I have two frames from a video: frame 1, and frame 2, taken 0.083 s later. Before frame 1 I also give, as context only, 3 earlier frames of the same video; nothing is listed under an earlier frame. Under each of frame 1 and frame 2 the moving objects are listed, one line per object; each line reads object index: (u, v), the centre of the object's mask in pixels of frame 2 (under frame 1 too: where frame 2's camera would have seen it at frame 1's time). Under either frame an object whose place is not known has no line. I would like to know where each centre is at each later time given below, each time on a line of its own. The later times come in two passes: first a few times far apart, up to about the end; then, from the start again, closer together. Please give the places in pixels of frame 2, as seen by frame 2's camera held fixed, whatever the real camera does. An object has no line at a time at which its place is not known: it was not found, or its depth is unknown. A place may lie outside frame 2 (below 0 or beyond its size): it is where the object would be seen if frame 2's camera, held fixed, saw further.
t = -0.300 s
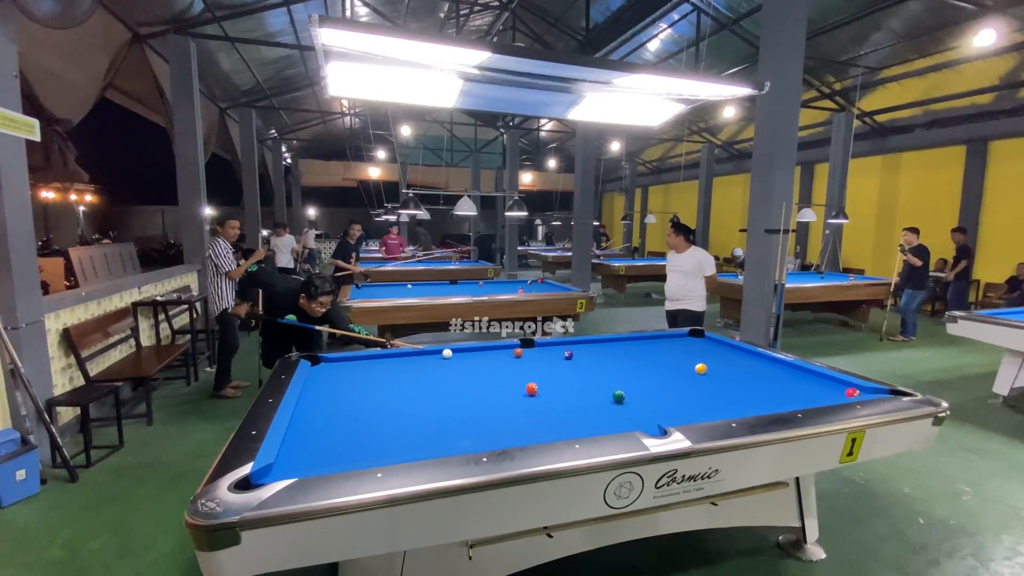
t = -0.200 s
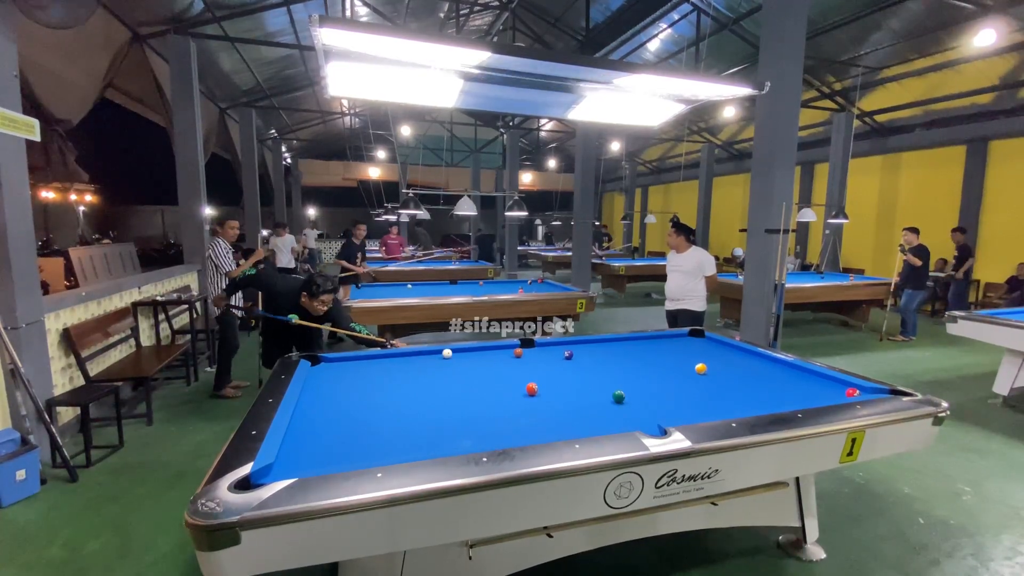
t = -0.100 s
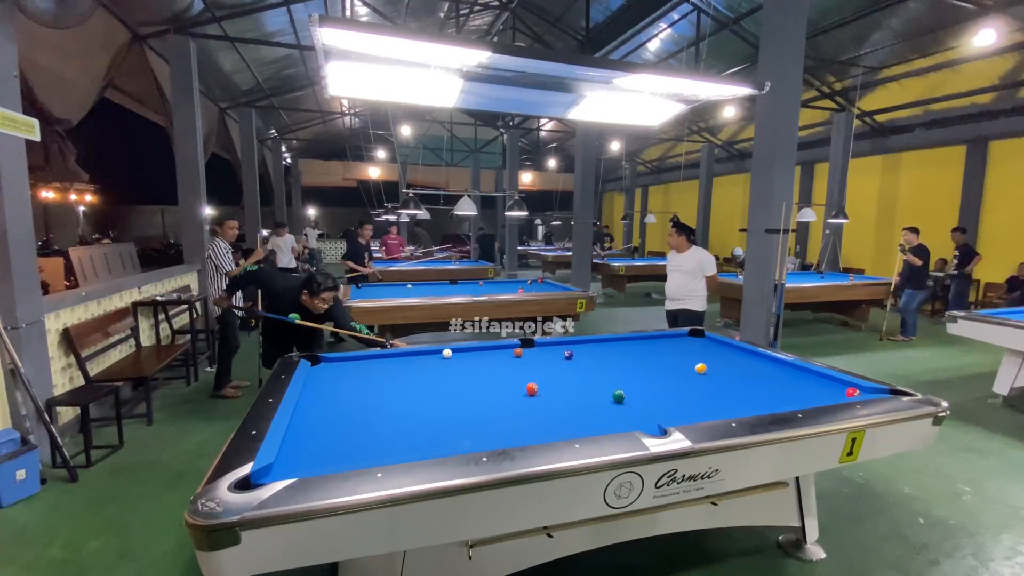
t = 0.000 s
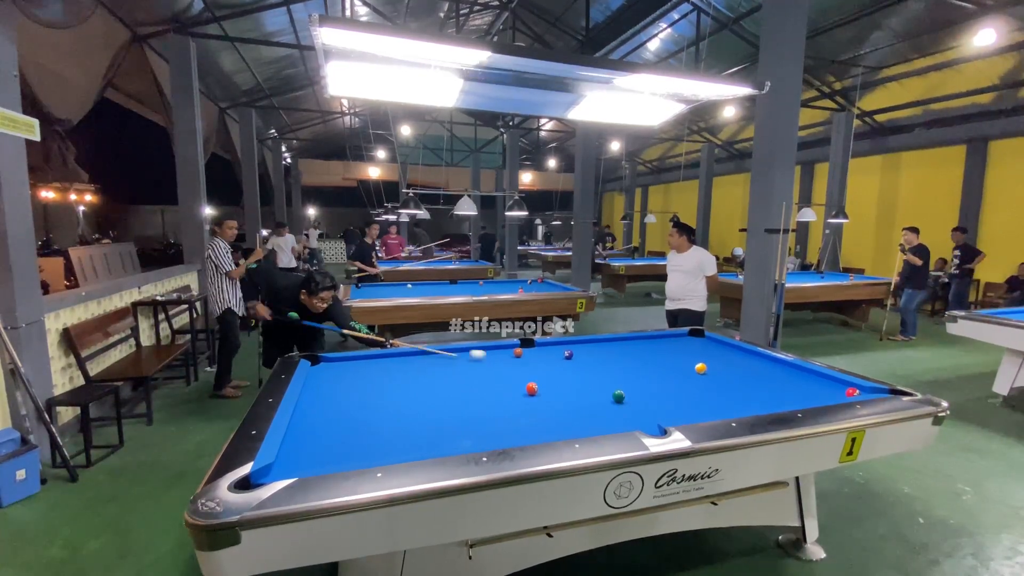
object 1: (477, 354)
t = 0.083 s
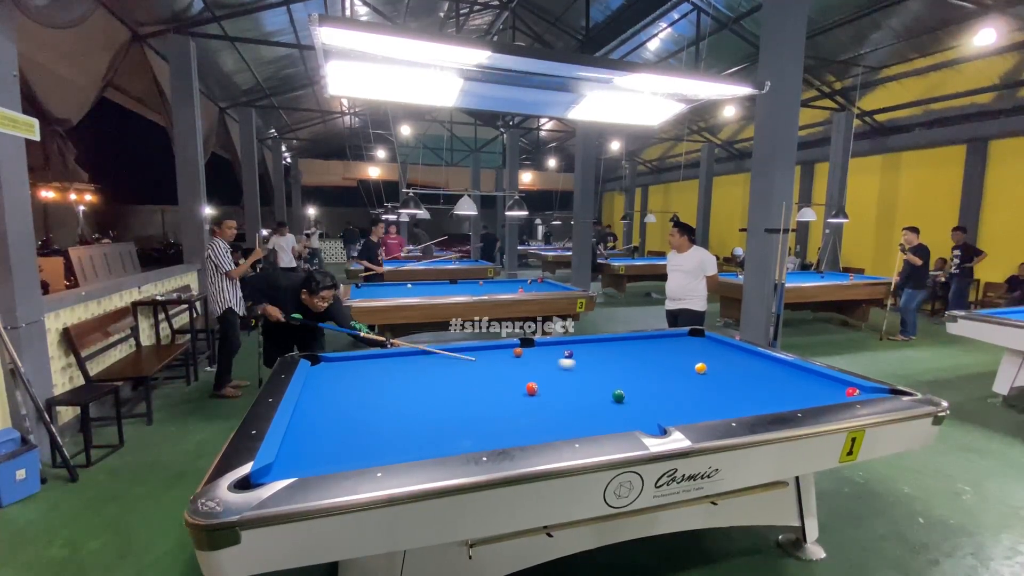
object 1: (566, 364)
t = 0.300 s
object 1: (838, 391)
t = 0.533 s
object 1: (849, 386)
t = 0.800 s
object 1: (822, 390)
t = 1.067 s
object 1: (795, 395)
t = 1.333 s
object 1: (767, 400)
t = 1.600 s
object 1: (739, 404)
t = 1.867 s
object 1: (710, 409)
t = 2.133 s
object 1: (681, 414)
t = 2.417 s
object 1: (650, 419)
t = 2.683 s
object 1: (620, 422)
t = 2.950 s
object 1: (592, 425)
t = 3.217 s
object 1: (565, 428)
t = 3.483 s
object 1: (539, 431)
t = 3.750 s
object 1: (514, 434)
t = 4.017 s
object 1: (490, 437)
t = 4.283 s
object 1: (468, 439)
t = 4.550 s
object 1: (446, 442)
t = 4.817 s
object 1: (427, 444)
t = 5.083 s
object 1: (408, 447)
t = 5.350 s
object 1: (392, 449)
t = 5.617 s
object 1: (377, 451)
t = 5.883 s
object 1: (363, 453)
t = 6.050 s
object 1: (356, 454)
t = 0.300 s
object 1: (838, 391)
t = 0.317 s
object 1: (838, 390)
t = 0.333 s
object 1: (839, 390)
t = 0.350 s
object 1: (839, 389)
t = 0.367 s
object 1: (840, 388)
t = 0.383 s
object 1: (841, 388)
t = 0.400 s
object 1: (842, 388)
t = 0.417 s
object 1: (844, 387)
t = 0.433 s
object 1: (845, 387)
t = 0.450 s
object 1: (847, 386)
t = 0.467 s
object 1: (849, 386)
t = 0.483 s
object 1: (852, 385)
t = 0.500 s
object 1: (853, 385)
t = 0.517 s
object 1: (852, 385)
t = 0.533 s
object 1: (849, 386)
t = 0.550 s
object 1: (848, 386)
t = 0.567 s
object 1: (846, 386)
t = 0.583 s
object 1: (844, 387)
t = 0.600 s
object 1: (843, 387)
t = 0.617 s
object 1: (841, 387)
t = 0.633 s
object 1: (839, 387)
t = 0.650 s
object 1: (838, 388)
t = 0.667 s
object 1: (836, 388)
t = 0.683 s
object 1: (834, 388)
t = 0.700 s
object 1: (832, 388)
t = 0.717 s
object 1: (831, 389)
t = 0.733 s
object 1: (829, 389)
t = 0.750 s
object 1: (827, 390)
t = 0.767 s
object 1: (826, 390)
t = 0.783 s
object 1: (824, 390)
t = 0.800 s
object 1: (822, 390)
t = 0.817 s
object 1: (821, 390)
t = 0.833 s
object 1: (819, 391)
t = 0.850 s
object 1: (817, 391)
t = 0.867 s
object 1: (816, 391)
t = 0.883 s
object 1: (814, 392)
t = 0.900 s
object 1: (812, 392)
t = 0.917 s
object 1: (811, 392)
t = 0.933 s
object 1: (809, 393)
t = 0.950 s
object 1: (807, 393)
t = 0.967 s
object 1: (806, 393)
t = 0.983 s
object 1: (804, 394)
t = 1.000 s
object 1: (802, 394)
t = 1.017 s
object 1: (800, 394)
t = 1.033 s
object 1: (799, 395)
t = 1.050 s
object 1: (797, 395)
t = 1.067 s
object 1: (795, 395)
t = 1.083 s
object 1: (794, 396)
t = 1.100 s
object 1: (792, 396)
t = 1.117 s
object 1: (790, 396)
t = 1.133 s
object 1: (788, 397)
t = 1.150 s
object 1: (786, 397)
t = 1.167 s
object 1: (785, 397)
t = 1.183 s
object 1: (783, 397)
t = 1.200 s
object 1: (781, 398)
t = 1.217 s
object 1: (779, 398)
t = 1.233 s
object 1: (778, 398)
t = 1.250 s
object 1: (776, 399)
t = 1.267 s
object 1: (774, 399)
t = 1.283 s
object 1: (773, 399)
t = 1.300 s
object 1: (771, 399)
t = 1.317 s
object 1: (769, 399)
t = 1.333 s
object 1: (767, 400)
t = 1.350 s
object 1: (766, 400)
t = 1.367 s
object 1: (764, 400)
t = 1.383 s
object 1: (762, 401)
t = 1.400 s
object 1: (760, 401)
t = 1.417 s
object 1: (759, 401)
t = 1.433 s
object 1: (757, 402)
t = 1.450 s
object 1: (755, 402)
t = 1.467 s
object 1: (753, 402)
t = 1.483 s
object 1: (751, 402)
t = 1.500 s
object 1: (750, 403)
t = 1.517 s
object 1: (748, 403)
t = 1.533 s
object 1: (746, 403)
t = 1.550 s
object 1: (744, 404)
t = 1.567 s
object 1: (742, 404)
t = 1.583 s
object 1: (741, 404)
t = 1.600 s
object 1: (739, 404)
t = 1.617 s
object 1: (737, 405)
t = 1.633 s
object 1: (735, 405)
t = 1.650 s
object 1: (733, 405)
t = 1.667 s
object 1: (732, 405)
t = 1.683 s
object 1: (730, 406)
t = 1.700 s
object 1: (728, 406)
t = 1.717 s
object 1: (726, 406)
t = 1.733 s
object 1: (724, 407)
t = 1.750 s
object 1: (722, 407)
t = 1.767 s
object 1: (721, 407)
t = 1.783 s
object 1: (719, 408)
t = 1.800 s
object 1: (717, 408)
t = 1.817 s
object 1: (715, 408)
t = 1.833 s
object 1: (713, 408)
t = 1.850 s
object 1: (712, 409)
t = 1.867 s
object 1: (710, 409)
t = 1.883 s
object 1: (708, 409)
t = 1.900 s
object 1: (706, 409)
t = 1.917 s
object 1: (704, 410)
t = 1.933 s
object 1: (703, 410)
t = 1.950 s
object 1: (701, 410)
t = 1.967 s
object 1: (699, 411)
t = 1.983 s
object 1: (697, 411)
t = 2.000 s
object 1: (695, 411)
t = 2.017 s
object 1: (693, 411)
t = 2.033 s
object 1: (691, 412)
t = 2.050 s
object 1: (690, 412)
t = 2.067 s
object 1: (688, 412)
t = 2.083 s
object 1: (686, 413)
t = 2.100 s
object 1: (684, 413)
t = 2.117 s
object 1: (682, 413)
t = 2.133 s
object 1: (681, 414)
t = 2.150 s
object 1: (679, 414)
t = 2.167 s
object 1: (677, 414)
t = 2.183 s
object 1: (675, 414)
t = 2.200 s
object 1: (674, 414)
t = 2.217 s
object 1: (672, 415)
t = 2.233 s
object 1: (670, 415)
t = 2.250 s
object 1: (668, 415)
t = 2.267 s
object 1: (666, 415)
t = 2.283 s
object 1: (664, 416)
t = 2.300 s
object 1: (662, 416)
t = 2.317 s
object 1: (660, 416)
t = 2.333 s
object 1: (659, 417)
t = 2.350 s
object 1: (657, 417)
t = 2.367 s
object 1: (655, 418)
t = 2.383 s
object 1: (653, 418)
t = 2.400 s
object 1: (651, 419)
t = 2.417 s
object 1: (650, 419)
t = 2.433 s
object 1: (648, 419)
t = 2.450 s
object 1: (646, 420)
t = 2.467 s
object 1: (644, 420)
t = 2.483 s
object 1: (643, 421)
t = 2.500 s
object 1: (641, 421)
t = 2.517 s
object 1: (639, 421)
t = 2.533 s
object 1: (637, 421)
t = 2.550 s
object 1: (635, 421)
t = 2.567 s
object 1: (633, 421)
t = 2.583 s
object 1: (632, 421)
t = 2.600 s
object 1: (630, 421)
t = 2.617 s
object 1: (628, 421)
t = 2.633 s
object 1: (626, 422)
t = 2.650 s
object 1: (624, 422)
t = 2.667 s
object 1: (622, 422)
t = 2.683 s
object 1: (620, 422)
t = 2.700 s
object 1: (619, 423)
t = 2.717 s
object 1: (617, 423)
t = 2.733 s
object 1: (615, 423)
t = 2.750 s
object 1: (613, 423)
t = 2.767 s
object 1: (611, 423)
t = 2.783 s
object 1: (610, 424)
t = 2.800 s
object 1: (608, 424)
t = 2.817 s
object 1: (606, 424)
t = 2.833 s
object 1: (604, 424)
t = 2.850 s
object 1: (602, 424)
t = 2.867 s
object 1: (601, 424)
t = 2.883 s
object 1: (599, 425)
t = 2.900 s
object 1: (597, 425)
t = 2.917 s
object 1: (595, 425)
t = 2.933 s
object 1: (594, 425)
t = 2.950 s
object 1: (592, 425)
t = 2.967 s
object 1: (590, 425)
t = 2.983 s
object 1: (588, 426)
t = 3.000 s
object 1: (587, 426)
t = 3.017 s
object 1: (585, 426)
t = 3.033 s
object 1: (583, 426)
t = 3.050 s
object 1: (582, 426)
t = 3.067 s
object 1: (580, 426)
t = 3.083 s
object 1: (578, 427)
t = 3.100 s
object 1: (576, 427)
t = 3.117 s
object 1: (575, 427)
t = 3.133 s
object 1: (573, 427)
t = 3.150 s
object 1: (571, 427)
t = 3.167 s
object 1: (570, 427)
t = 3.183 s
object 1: (568, 428)
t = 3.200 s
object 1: (566, 428)
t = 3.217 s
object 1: (565, 428)
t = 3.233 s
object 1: (563, 428)
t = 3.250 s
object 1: (562, 429)
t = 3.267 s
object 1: (560, 429)
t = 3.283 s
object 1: (558, 429)
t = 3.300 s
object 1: (557, 429)
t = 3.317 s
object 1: (555, 429)
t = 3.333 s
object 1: (553, 430)
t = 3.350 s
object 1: (552, 430)
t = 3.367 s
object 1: (550, 430)
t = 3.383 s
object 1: (548, 430)
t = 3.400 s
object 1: (547, 430)
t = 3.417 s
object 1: (545, 430)
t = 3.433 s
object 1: (544, 431)
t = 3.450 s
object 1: (542, 431)
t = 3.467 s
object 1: (540, 431)
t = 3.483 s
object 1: (539, 431)
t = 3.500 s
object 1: (537, 431)
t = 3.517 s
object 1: (536, 431)
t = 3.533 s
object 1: (534, 432)
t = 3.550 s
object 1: (532, 432)
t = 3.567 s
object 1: (531, 432)
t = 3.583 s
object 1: (529, 432)
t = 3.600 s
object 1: (528, 432)
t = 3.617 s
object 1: (526, 433)
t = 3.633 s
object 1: (525, 433)
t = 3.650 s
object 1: (523, 433)
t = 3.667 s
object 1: (522, 433)
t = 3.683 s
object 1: (520, 433)
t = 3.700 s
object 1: (518, 433)
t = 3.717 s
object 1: (517, 433)
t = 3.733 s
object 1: (515, 434)
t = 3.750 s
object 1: (514, 434)
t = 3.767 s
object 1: (513, 434)
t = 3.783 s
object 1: (511, 434)
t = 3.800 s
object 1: (509, 434)
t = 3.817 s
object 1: (508, 434)
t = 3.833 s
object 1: (506, 435)
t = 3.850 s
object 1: (505, 435)
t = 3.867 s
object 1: (503, 435)
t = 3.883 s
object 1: (502, 435)
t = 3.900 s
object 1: (501, 435)
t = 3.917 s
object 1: (499, 436)
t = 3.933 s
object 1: (498, 436)
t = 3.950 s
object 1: (496, 436)
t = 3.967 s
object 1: (495, 436)
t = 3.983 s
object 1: (493, 436)
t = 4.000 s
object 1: (492, 436)
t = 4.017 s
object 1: (490, 437)
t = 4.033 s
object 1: (489, 437)
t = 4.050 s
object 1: (488, 437)
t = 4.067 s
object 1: (486, 437)
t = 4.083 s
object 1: (485, 437)
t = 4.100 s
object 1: (483, 437)
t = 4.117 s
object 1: (482, 438)
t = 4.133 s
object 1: (481, 438)
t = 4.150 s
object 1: (479, 438)
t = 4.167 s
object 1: (478, 438)
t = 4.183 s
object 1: (476, 438)
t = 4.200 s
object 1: (475, 438)
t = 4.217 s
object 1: (473, 439)
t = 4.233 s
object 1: (472, 439)
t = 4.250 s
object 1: (471, 439)
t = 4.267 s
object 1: (469, 439)
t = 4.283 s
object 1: (468, 439)
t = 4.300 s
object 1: (466, 440)
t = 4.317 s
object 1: (465, 440)
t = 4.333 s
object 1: (464, 440)
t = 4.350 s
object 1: (462, 440)
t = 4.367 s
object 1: (461, 440)
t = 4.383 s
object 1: (460, 440)
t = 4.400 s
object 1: (458, 441)
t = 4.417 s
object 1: (457, 441)
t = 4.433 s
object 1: (456, 441)
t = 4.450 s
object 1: (454, 441)
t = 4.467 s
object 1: (453, 441)
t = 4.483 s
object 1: (452, 442)
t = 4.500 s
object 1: (451, 442)
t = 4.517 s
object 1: (449, 442)
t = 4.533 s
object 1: (448, 442)
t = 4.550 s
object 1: (446, 442)
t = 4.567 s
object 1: (445, 442)
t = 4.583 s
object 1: (444, 443)
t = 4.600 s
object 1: (443, 443)
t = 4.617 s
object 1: (442, 443)
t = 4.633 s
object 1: (440, 443)
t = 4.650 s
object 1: (439, 443)
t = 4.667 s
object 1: (438, 443)
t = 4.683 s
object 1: (437, 443)
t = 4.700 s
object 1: (435, 443)
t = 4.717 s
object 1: (434, 443)
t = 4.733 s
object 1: (433, 444)
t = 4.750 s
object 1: (432, 444)
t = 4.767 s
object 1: (430, 444)
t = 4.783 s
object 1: (429, 444)
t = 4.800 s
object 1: (428, 444)
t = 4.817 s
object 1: (427, 444)
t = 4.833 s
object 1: (426, 444)
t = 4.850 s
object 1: (424, 445)
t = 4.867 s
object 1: (423, 445)
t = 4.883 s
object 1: (422, 445)
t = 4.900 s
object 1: (421, 445)
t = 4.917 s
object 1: (420, 445)
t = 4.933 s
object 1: (418, 445)
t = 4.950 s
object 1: (417, 446)
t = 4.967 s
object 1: (416, 446)
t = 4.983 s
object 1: (415, 446)
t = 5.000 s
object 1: (414, 446)
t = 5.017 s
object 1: (413, 446)
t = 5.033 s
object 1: (412, 446)
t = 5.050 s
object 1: (410, 447)
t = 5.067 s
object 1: (409, 447)
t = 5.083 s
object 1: (408, 447)
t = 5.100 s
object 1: (407, 447)
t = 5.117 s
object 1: (406, 447)
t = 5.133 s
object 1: (405, 447)
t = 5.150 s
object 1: (404, 447)
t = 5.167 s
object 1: (403, 448)
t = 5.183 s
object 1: (402, 448)
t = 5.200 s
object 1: (401, 448)
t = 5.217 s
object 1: (400, 448)
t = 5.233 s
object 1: (399, 448)
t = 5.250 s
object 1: (398, 448)
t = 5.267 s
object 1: (397, 448)
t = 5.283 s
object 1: (396, 448)
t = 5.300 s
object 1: (394, 449)
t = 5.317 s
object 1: (393, 449)
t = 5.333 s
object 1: (393, 449)
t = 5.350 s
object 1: (392, 449)
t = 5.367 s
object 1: (391, 449)
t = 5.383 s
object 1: (390, 449)
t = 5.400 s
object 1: (389, 449)
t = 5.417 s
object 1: (388, 450)
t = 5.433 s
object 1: (387, 450)
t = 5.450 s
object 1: (386, 450)
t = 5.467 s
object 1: (385, 450)
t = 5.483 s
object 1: (384, 450)
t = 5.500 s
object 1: (383, 450)
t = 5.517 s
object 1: (382, 450)
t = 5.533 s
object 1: (381, 450)
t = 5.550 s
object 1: (381, 450)
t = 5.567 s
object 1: (379, 451)
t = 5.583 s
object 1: (379, 450)
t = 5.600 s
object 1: (378, 451)
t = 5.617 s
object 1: (377, 451)
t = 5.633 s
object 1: (376, 451)
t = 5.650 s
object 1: (375, 451)
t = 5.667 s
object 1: (374, 451)
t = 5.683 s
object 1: (373, 451)
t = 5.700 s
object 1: (372, 451)
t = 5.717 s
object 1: (371, 452)
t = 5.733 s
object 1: (371, 452)
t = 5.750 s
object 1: (370, 452)
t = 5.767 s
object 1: (369, 452)
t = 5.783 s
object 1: (368, 452)
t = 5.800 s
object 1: (367, 452)
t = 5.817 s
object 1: (367, 452)
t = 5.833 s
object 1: (366, 452)
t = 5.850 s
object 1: (365, 452)
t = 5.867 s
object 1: (364, 453)
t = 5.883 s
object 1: (363, 453)
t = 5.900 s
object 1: (363, 452)
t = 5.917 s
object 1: (362, 453)
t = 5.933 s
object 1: (361, 453)
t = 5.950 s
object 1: (360, 453)
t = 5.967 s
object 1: (360, 453)
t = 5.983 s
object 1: (359, 453)
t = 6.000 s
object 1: (358, 453)
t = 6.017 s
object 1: (357, 453)
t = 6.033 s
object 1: (357, 454)
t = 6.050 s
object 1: (356, 454)
